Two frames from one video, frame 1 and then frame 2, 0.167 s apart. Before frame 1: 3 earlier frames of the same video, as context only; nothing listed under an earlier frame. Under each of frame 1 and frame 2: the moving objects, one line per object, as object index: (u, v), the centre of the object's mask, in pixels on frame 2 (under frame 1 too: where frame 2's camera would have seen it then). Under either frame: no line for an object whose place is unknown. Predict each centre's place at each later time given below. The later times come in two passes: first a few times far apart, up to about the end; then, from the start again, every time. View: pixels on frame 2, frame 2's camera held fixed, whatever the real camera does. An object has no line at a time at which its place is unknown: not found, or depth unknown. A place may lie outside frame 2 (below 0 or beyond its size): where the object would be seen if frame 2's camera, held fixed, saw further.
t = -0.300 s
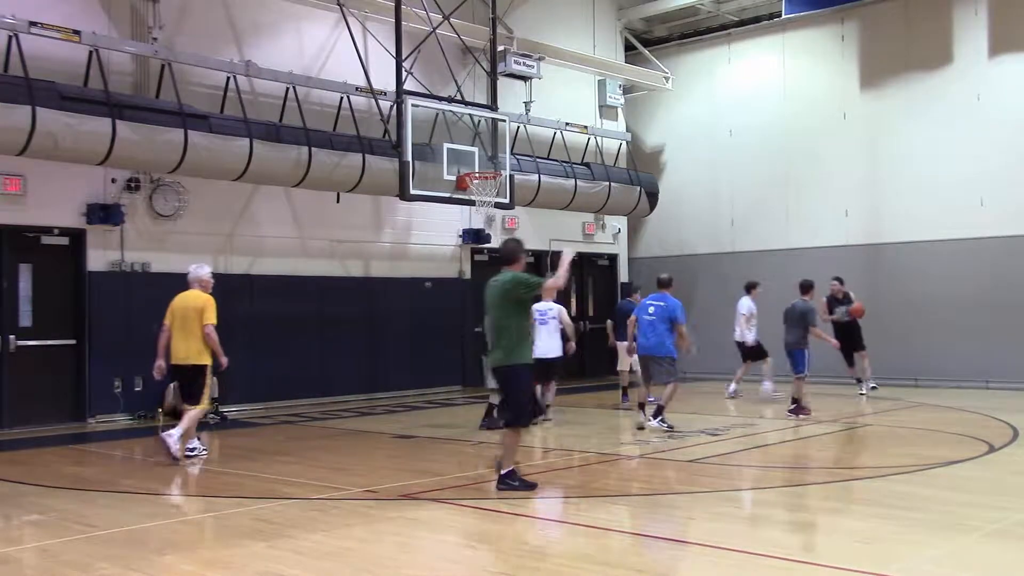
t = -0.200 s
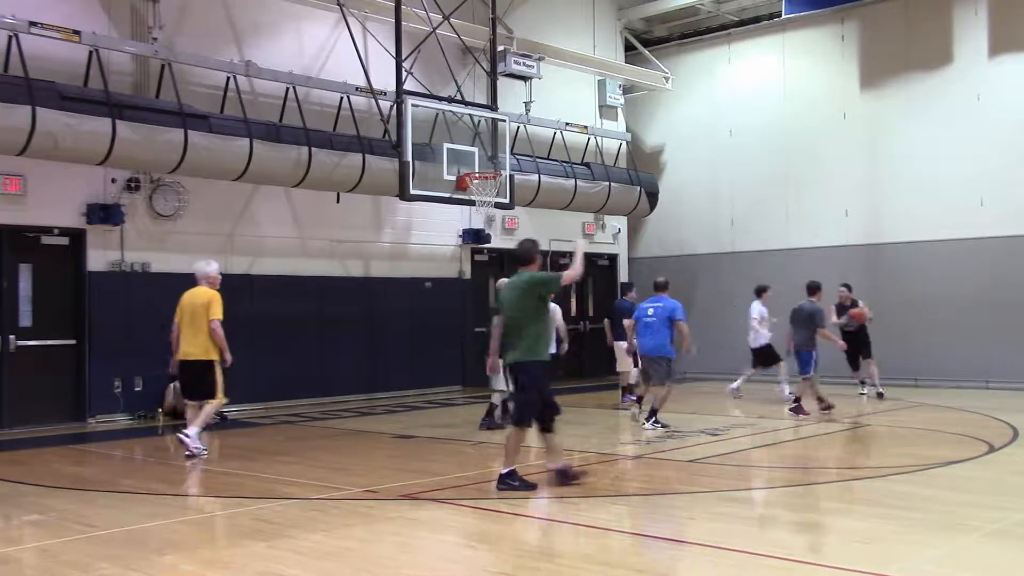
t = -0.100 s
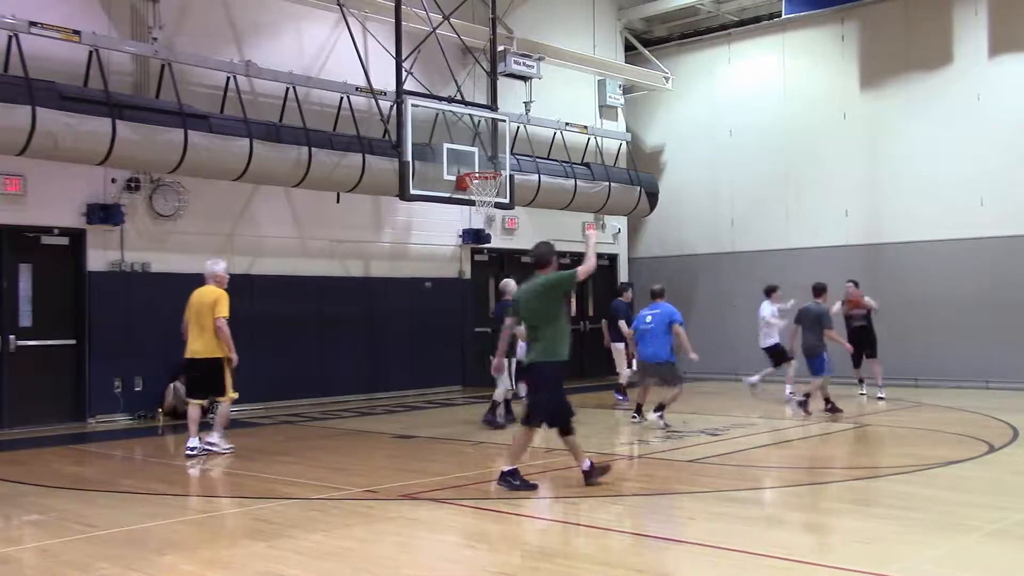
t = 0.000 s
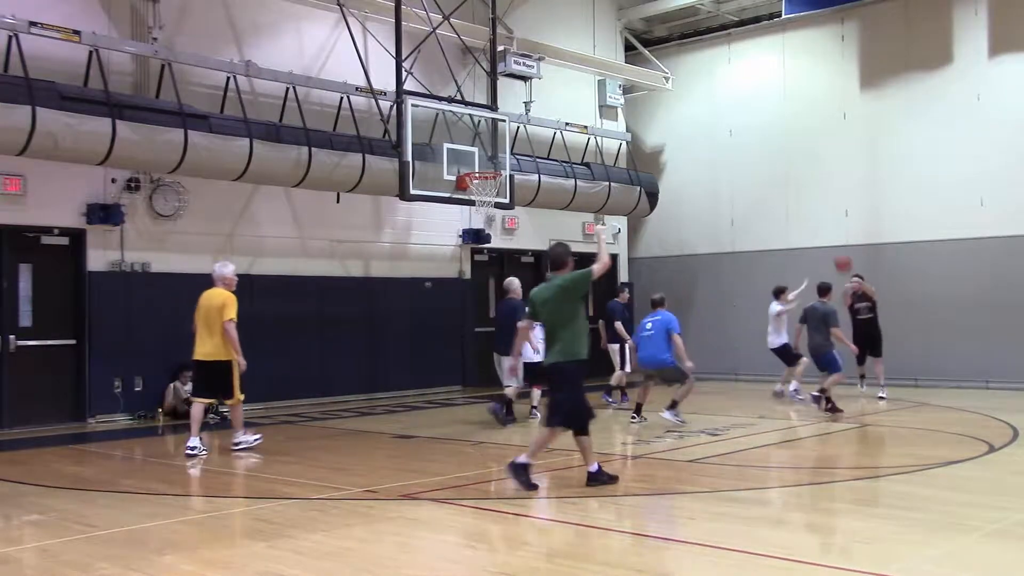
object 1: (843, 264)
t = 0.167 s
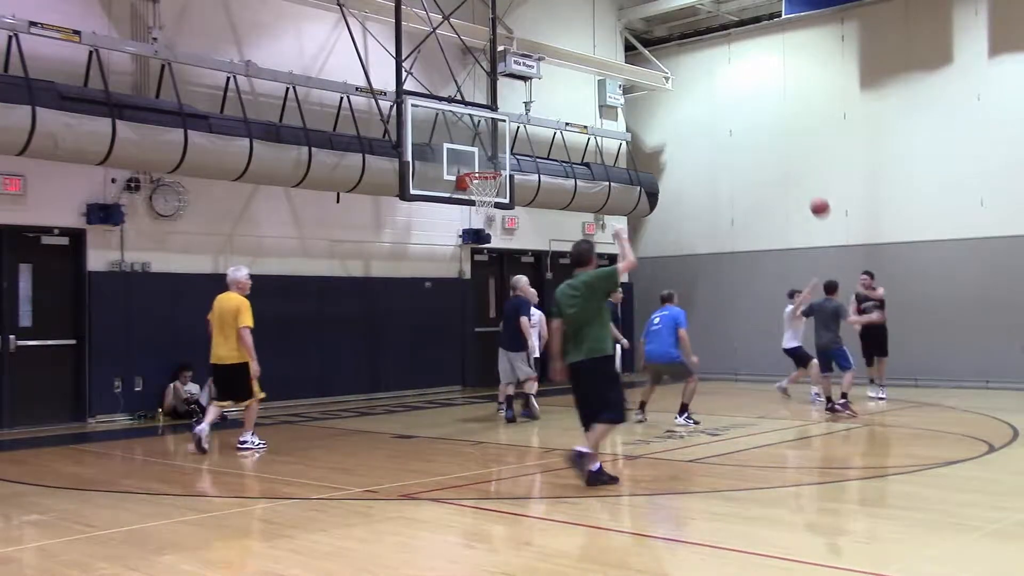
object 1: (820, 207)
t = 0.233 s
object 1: (809, 188)
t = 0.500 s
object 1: (761, 138)
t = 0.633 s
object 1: (728, 132)
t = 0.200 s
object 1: (814, 196)
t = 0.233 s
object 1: (809, 188)
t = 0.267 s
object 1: (804, 179)
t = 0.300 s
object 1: (799, 171)
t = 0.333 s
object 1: (794, 164)
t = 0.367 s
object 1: (788, 157)
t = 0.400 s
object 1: (781, 151)
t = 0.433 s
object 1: (775, 146)
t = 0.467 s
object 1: (768, 141)
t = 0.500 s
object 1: (761, 138)
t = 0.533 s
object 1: (753, 135)
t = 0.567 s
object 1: (745, 133)
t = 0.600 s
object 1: (737, 132)
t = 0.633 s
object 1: (728, 132)
